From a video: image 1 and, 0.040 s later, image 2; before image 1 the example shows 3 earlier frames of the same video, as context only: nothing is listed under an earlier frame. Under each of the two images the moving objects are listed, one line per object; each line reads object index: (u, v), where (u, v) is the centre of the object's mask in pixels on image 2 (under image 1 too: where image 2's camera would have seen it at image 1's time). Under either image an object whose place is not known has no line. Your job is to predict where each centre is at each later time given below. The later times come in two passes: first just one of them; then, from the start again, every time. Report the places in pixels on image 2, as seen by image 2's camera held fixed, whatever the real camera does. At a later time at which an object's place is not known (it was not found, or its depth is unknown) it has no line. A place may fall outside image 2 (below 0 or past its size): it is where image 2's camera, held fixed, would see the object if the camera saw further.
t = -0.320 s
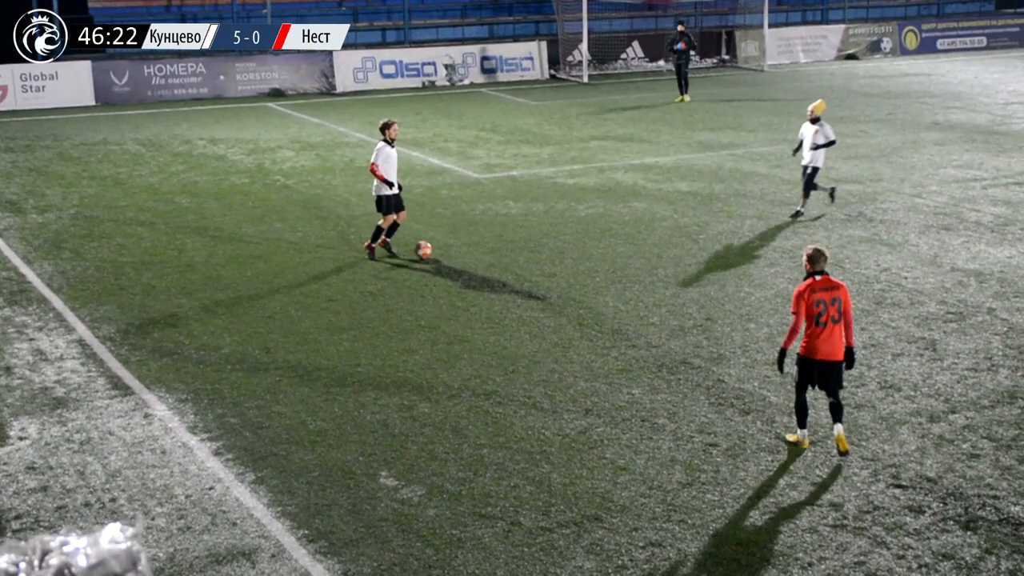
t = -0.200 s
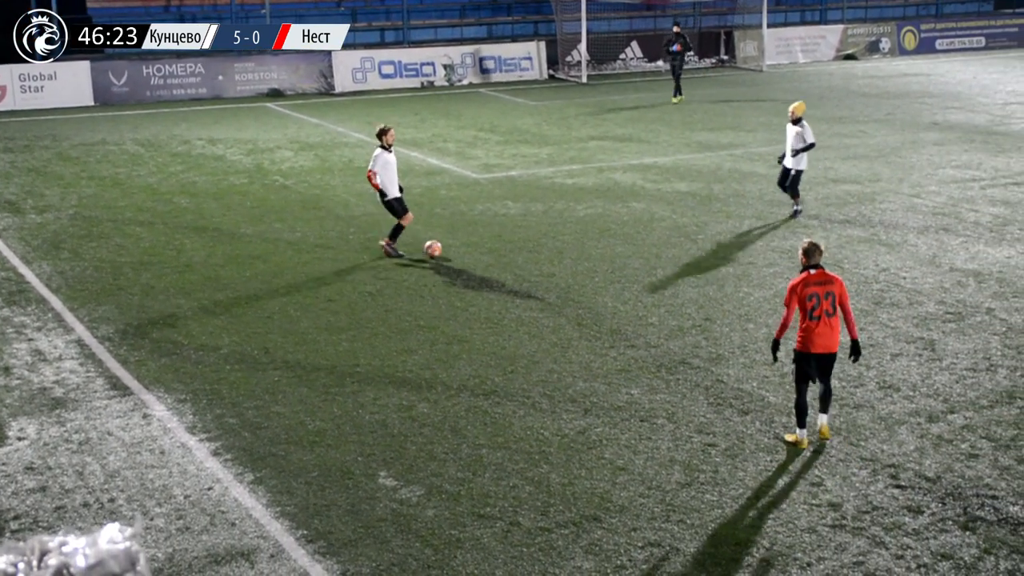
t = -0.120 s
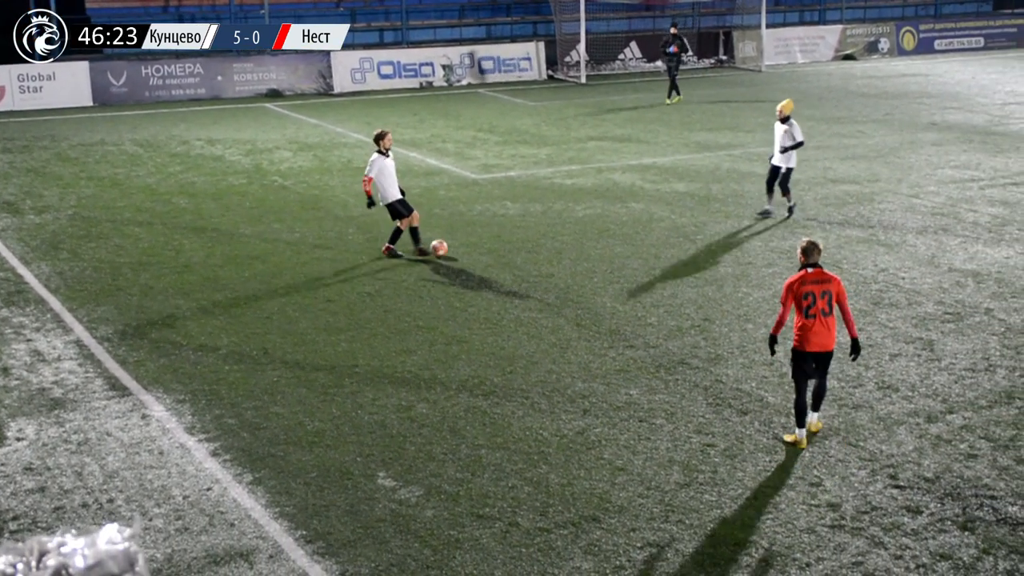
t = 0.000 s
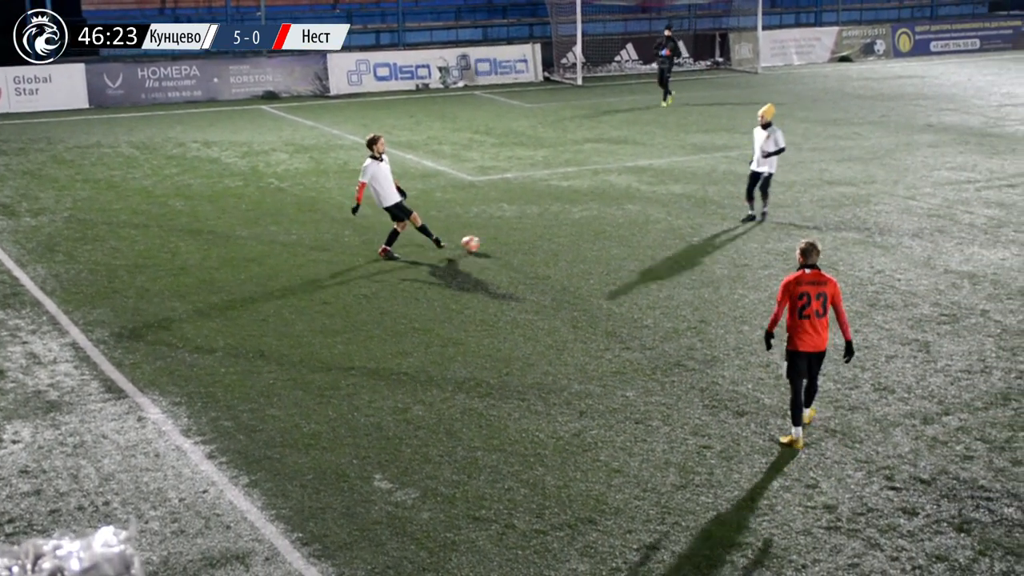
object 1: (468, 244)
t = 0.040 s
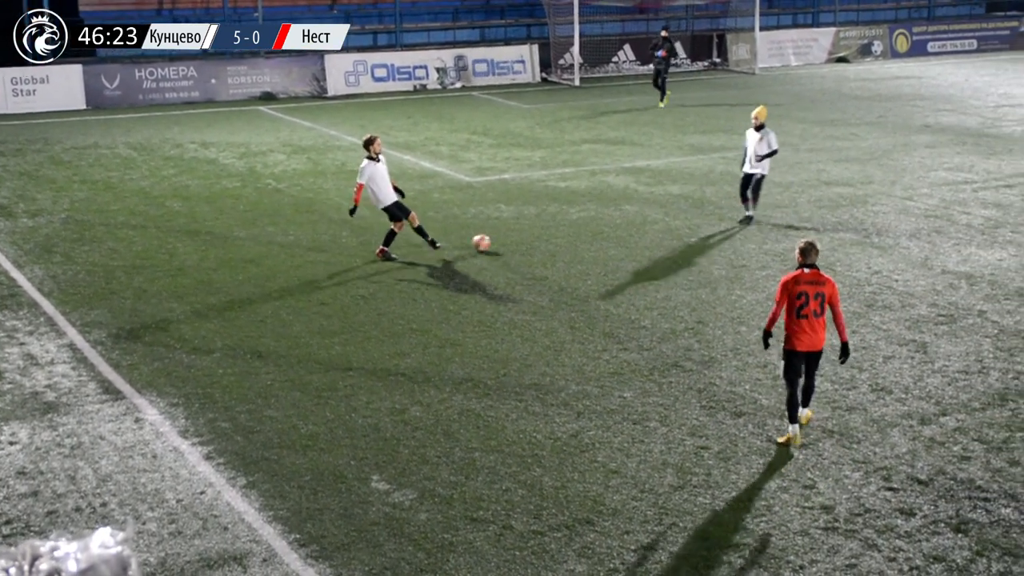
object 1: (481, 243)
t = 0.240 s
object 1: (534, 235)
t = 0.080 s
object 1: (493, 241)
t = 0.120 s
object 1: (504, 239)
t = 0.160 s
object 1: (515, 238)
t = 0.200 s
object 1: (524, 236)
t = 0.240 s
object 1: (534, 235)
